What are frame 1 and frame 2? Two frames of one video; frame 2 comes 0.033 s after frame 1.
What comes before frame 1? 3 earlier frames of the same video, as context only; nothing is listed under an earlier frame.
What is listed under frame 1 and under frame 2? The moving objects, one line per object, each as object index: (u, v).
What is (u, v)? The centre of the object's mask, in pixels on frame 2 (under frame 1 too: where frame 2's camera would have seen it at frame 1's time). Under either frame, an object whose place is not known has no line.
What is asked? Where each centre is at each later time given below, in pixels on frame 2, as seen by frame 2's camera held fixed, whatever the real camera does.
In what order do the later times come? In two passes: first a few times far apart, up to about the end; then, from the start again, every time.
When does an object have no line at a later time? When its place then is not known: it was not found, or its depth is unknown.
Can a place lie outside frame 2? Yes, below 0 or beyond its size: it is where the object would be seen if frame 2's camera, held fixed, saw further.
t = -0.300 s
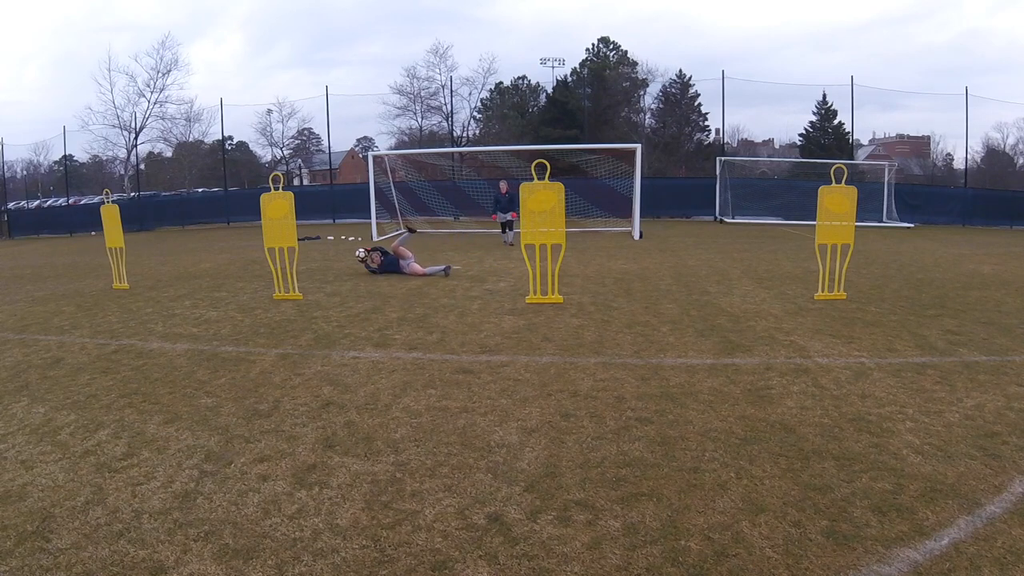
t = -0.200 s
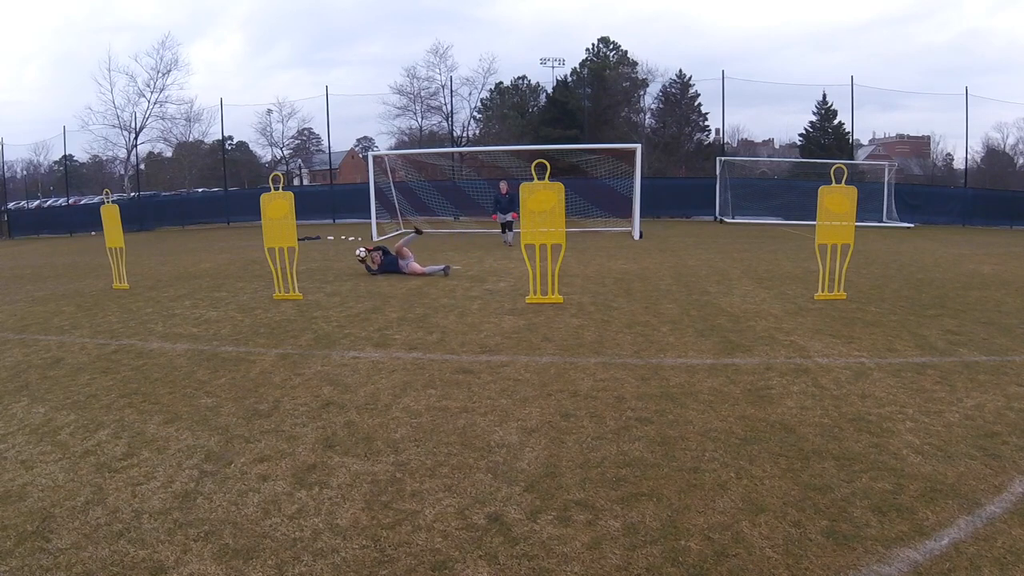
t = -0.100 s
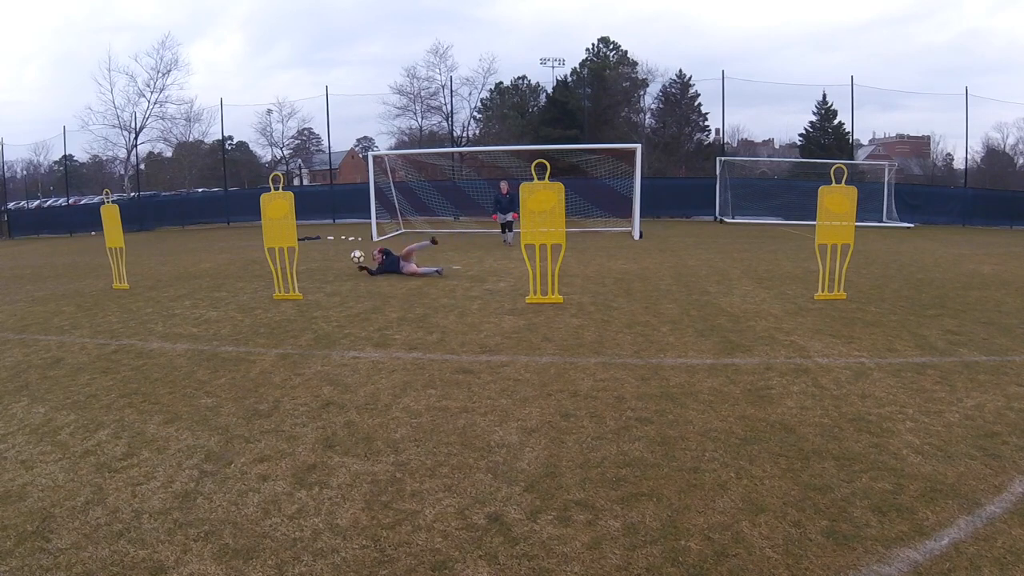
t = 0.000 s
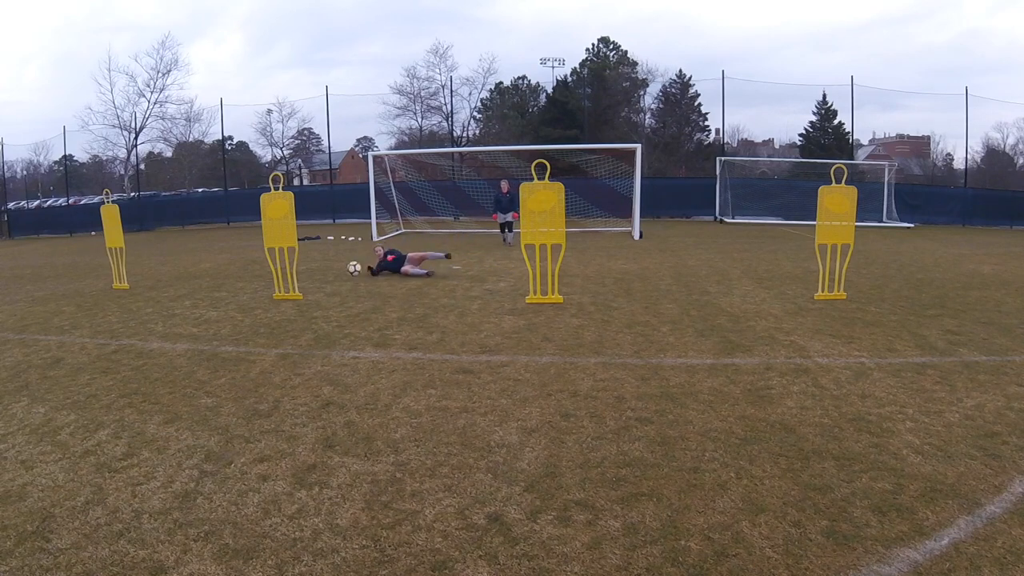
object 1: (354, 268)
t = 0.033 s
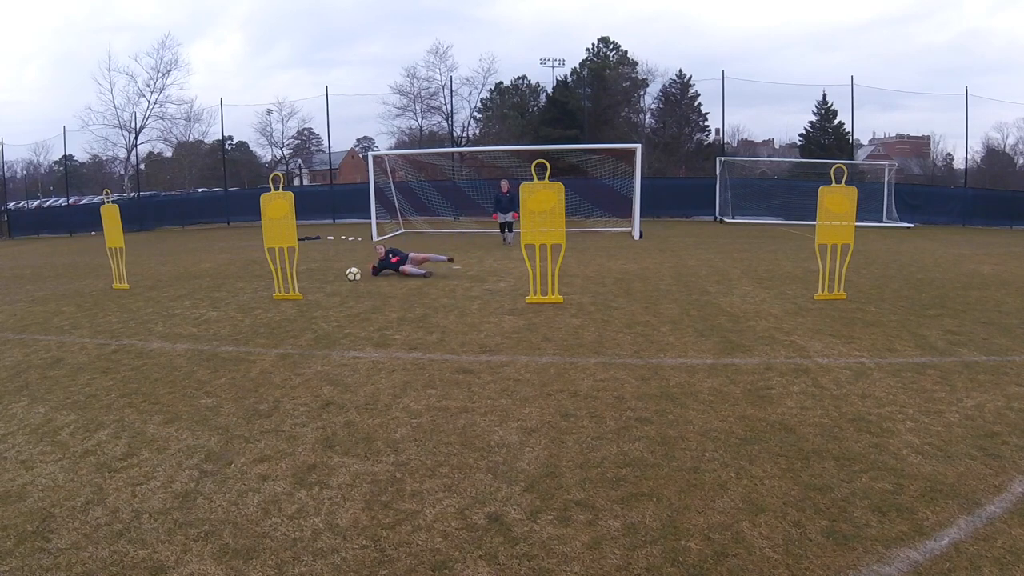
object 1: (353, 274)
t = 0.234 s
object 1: (348, 296)
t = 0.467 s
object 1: (345, 332)
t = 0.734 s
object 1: (349, 378)
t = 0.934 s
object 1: (357, 422)
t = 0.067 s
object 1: (352, 282)
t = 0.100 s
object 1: (351, 290)
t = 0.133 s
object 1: (350, 294)
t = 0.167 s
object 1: (350, 293)
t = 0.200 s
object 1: (349, 294)
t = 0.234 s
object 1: (348, 296)
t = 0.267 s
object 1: (347, 298)
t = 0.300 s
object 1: (347, 302)
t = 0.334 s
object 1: (346, 308)
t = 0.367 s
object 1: (346, 314)
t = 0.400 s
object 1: (345, 322)
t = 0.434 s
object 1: (345, 329)
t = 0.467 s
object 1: (345, 332)
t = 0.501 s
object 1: (345, 335)
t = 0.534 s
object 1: (345, 341)
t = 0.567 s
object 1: (345, 348)
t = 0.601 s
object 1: (346, 355)
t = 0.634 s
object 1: (346, 358)
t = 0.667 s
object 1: (347, 363)
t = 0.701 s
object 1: (348, 370)
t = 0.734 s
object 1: (349, 378)
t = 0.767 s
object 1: (350, 384)
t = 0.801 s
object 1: (351, 390)
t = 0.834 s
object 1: (353, 398)
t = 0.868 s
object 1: (354, 407)
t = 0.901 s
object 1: (355, 414)
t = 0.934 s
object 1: (357, 422)
